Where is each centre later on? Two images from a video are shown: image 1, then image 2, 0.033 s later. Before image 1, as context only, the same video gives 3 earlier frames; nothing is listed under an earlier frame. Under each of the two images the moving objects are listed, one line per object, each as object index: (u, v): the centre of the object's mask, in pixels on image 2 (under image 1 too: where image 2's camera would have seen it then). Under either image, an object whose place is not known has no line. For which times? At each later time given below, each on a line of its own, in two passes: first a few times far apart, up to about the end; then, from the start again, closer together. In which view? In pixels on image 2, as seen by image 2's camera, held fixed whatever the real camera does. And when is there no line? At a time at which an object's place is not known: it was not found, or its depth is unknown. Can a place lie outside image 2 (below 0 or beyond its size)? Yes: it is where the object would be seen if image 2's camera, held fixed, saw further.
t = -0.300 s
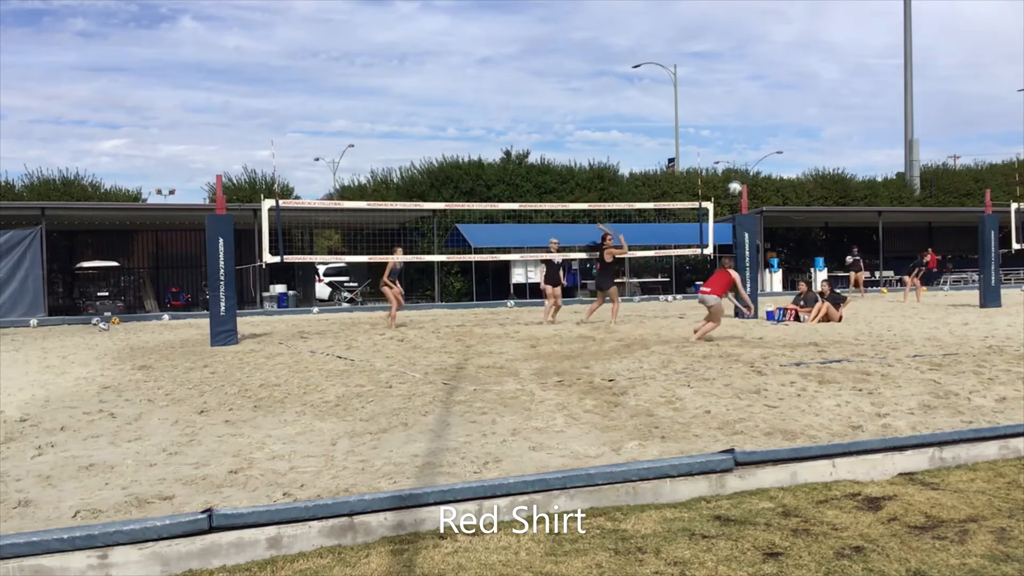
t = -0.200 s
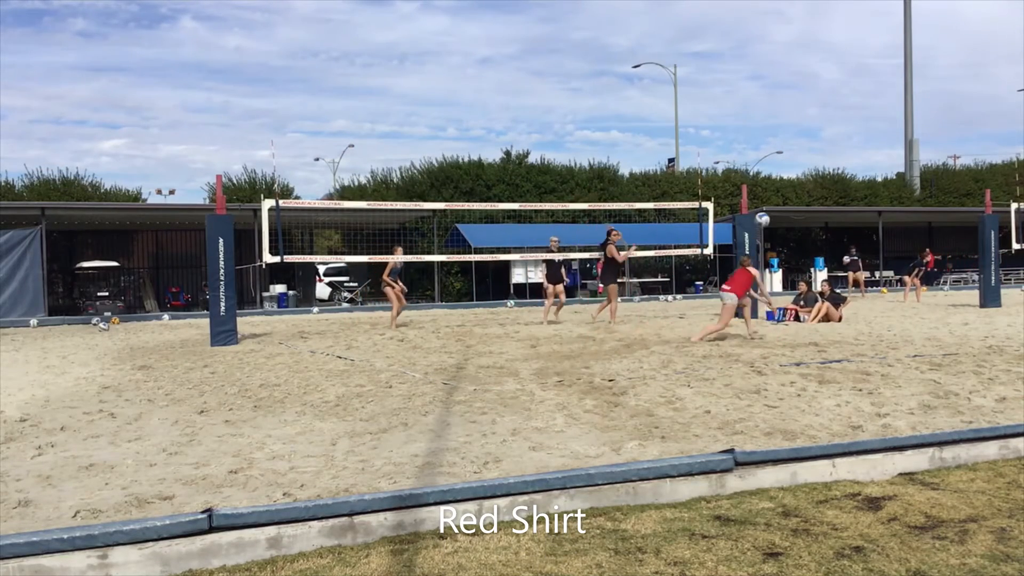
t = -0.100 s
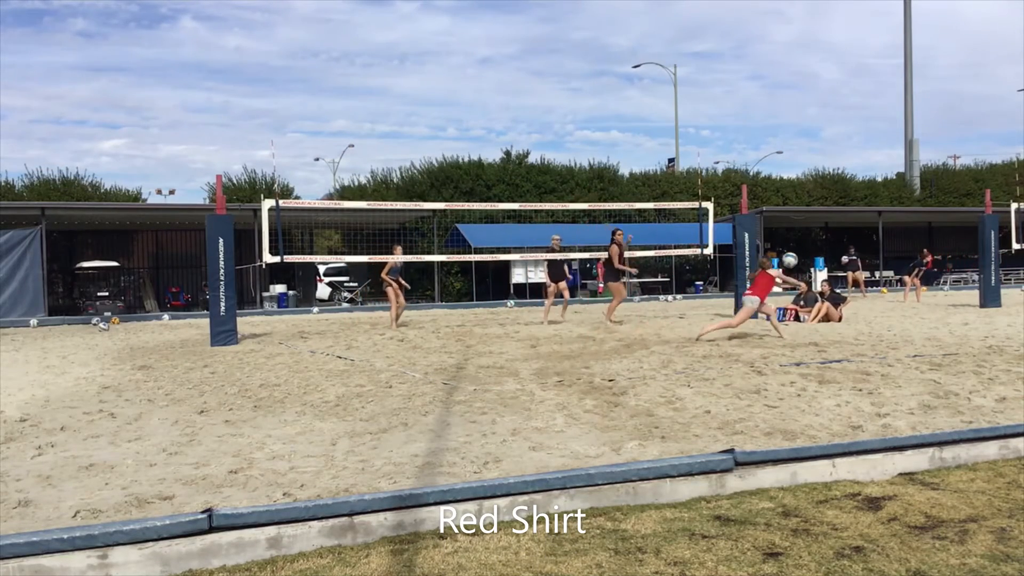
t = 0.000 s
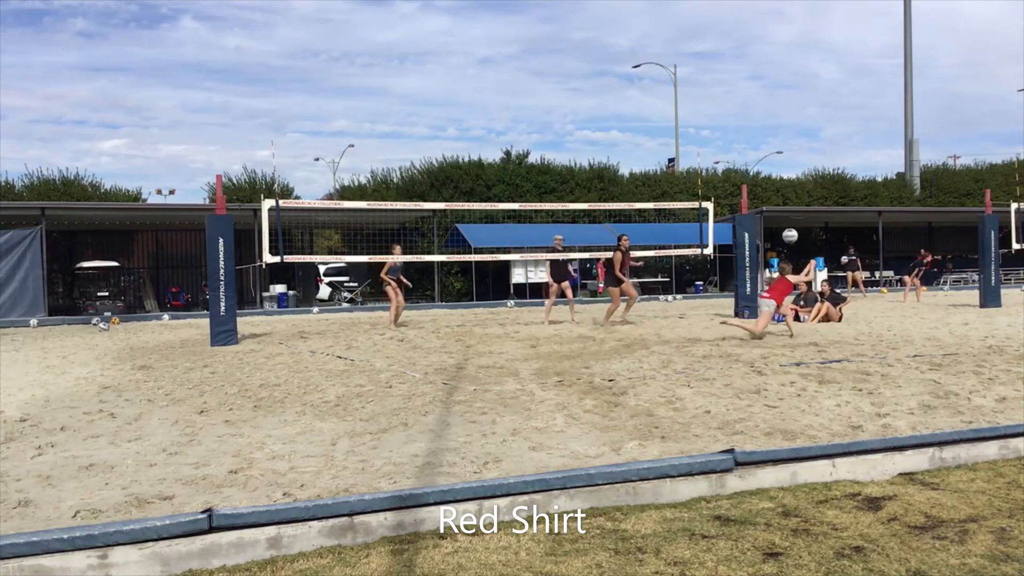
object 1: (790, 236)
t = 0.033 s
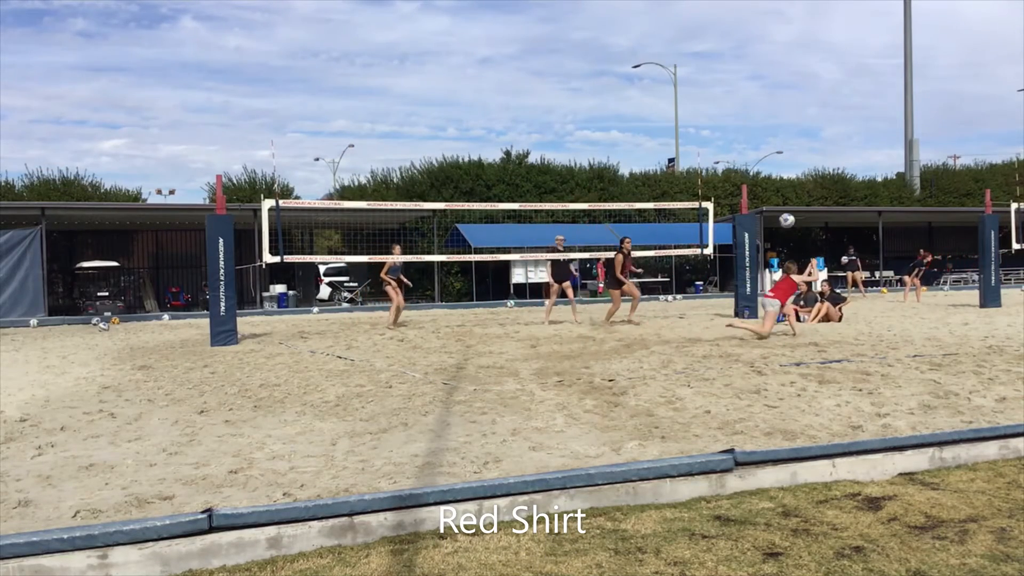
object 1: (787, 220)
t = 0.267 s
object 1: (763, 139)
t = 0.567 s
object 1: (736, 93)
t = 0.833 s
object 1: (714, 101)
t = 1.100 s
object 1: (696, 148)
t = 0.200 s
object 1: (770, 158)
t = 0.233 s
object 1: (767, 149)
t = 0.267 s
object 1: (763, 139)
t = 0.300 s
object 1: (760, 131)
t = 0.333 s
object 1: (757, 124)
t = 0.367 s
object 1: (754, 117)
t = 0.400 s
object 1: (751, 111)
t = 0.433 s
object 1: (748, 106)
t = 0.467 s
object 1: (744, 101)
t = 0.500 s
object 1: (741, 98)
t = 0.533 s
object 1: (739, 95)
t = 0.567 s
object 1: (736, 93)
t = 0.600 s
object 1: (733, 92)
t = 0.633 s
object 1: (730, 91)
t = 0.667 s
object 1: (728, 91)
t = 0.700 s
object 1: (725, 91)
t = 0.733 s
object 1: (722, 92)
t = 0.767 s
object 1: (719, 94)
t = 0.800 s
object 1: (717, 97)
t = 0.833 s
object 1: (714, 101)
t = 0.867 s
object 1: (712, 105)
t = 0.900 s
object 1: (709, 109)
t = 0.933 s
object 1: (706, 114)
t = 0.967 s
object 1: (704, 120)
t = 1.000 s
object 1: (702, 126)
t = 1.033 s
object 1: (700, 133)
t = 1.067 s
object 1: (697, 141)
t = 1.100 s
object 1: (696, 148)
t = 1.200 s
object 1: (690, 174)
